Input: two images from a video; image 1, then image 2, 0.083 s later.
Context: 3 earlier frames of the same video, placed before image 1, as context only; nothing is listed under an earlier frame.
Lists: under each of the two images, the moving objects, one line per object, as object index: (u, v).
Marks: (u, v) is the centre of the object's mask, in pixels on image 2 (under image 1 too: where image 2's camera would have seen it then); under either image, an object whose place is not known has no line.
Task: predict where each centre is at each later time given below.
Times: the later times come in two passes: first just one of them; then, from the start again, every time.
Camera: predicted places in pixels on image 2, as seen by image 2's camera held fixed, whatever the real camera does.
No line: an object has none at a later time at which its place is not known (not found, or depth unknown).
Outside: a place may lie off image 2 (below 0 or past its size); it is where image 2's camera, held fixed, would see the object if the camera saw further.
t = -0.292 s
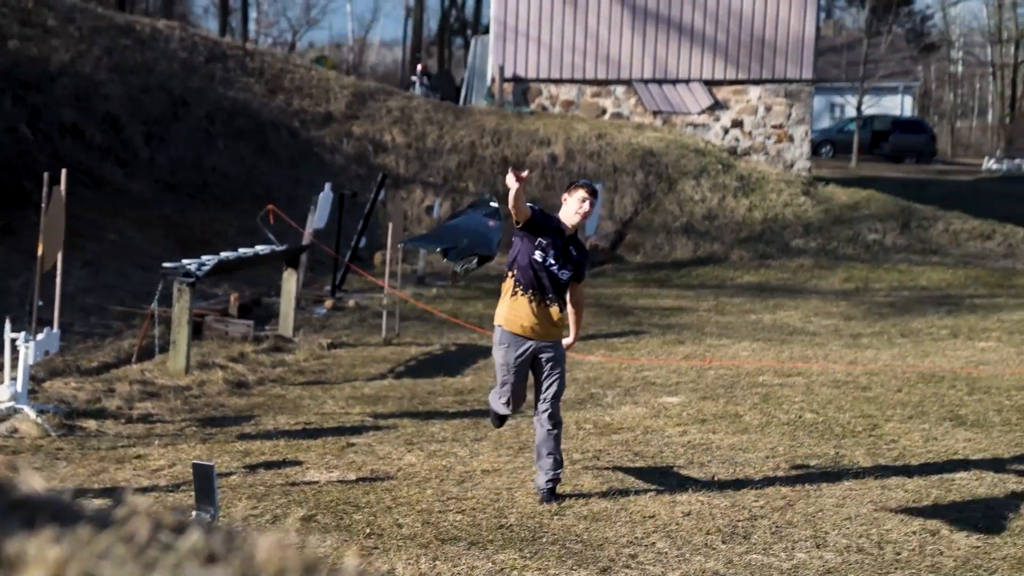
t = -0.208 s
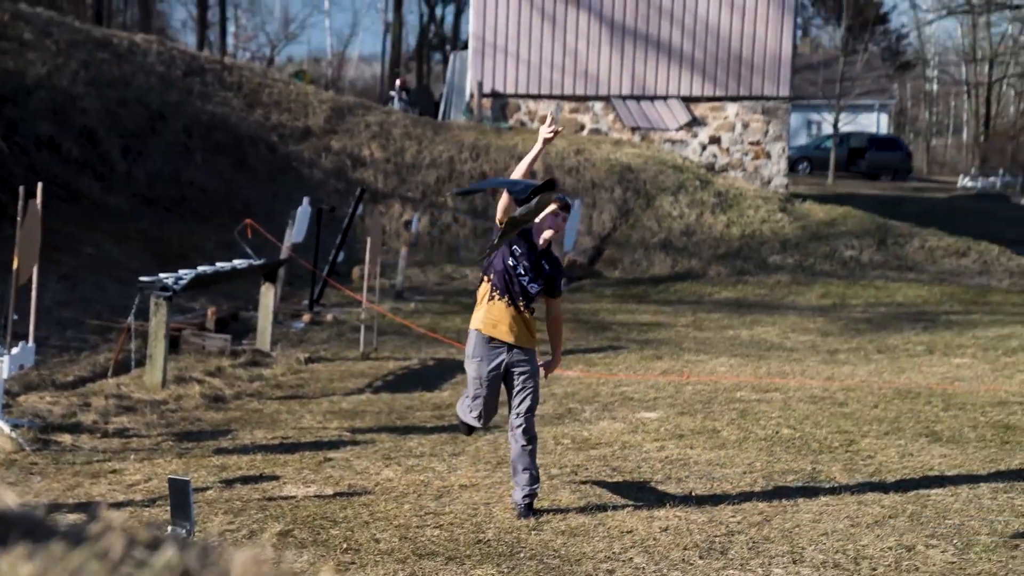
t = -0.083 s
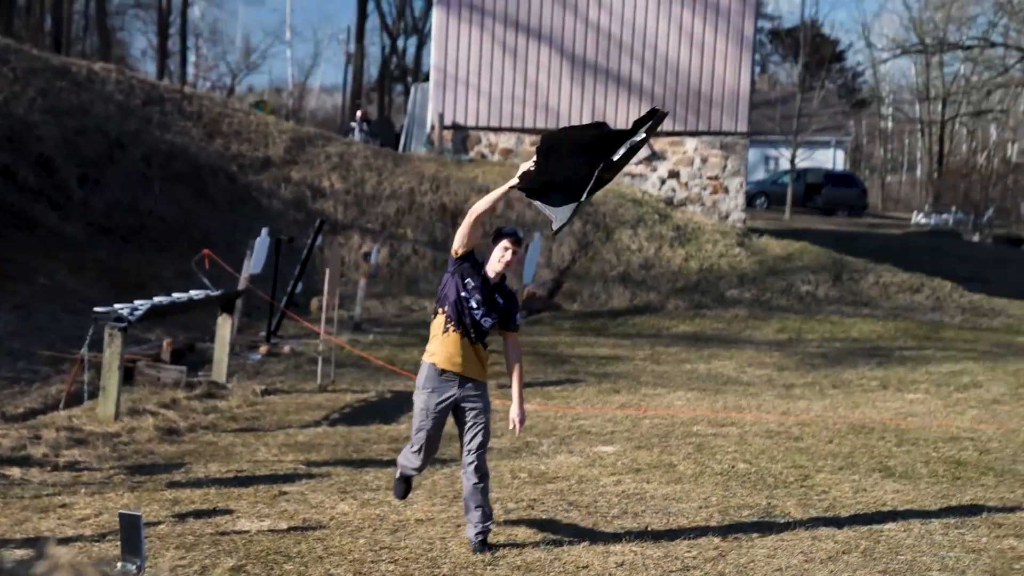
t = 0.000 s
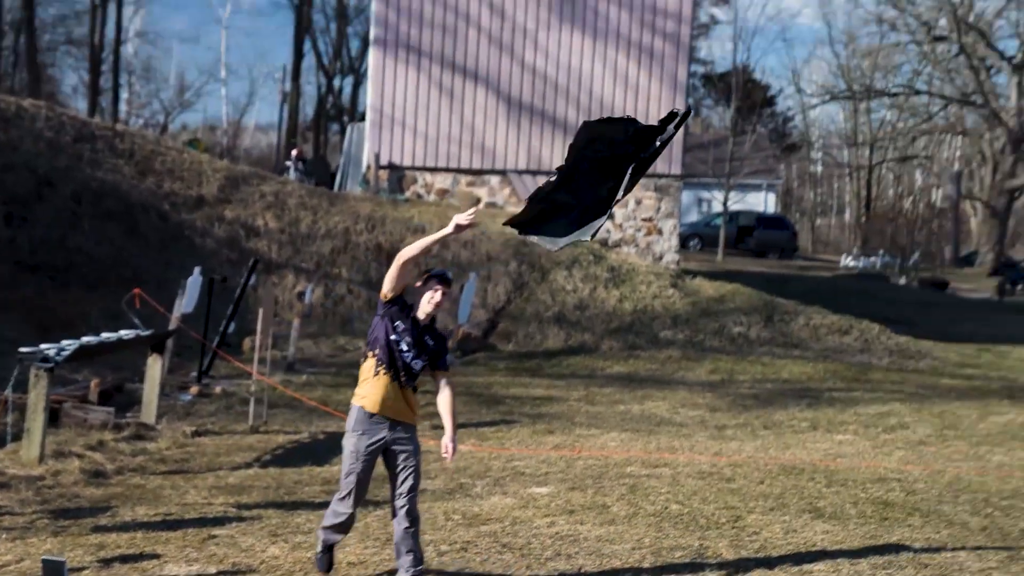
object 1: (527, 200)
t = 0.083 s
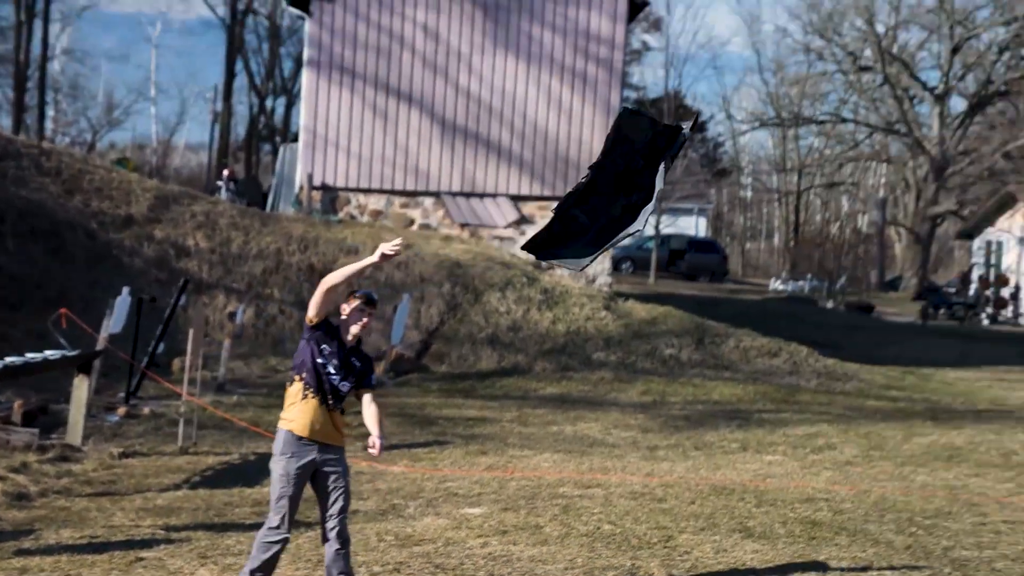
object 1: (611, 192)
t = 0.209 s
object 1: (769, 196)
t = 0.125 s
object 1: (659, 190)
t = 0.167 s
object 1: (712, 191)
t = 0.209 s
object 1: (769, 196)
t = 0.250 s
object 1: (827, 207)
